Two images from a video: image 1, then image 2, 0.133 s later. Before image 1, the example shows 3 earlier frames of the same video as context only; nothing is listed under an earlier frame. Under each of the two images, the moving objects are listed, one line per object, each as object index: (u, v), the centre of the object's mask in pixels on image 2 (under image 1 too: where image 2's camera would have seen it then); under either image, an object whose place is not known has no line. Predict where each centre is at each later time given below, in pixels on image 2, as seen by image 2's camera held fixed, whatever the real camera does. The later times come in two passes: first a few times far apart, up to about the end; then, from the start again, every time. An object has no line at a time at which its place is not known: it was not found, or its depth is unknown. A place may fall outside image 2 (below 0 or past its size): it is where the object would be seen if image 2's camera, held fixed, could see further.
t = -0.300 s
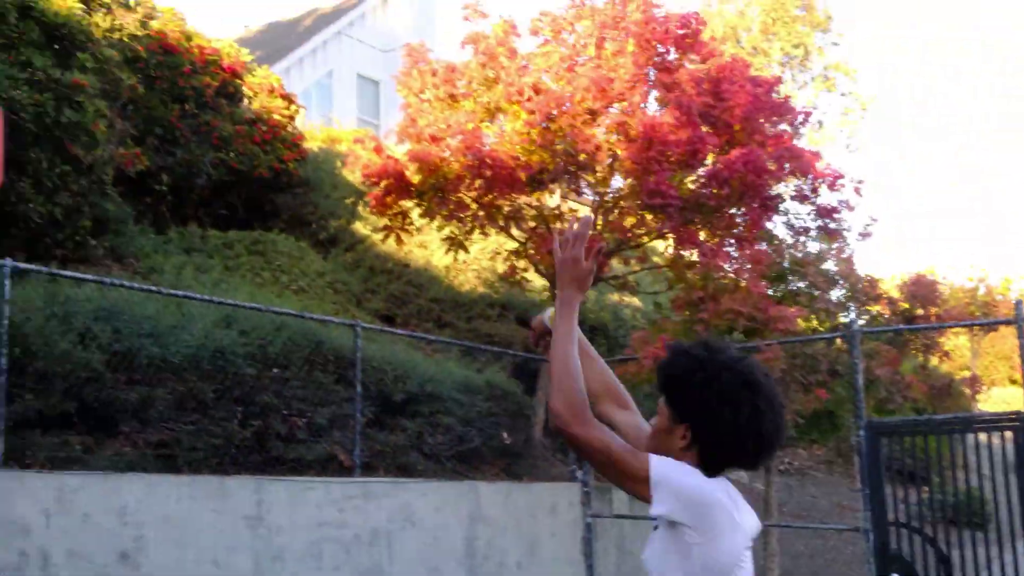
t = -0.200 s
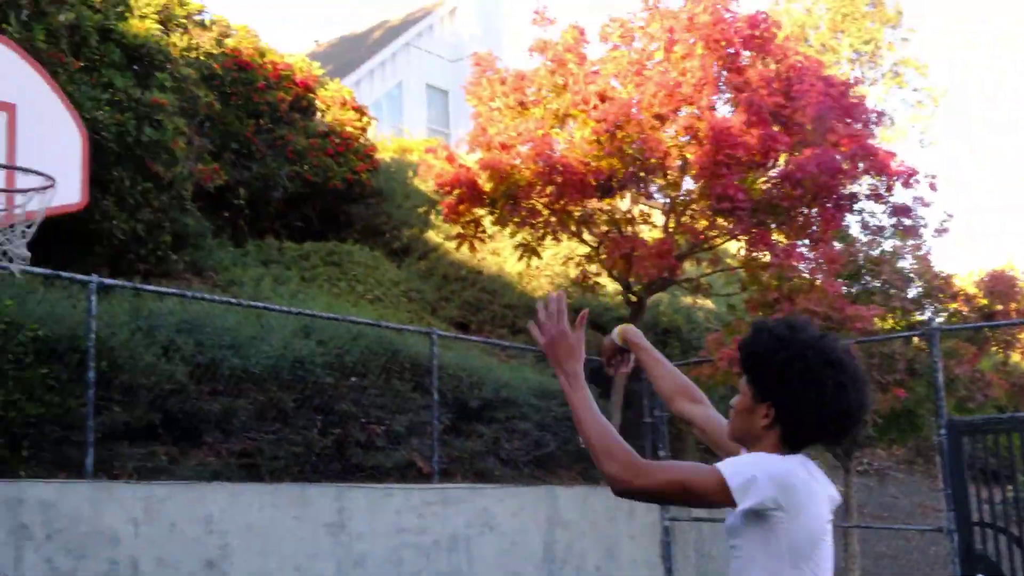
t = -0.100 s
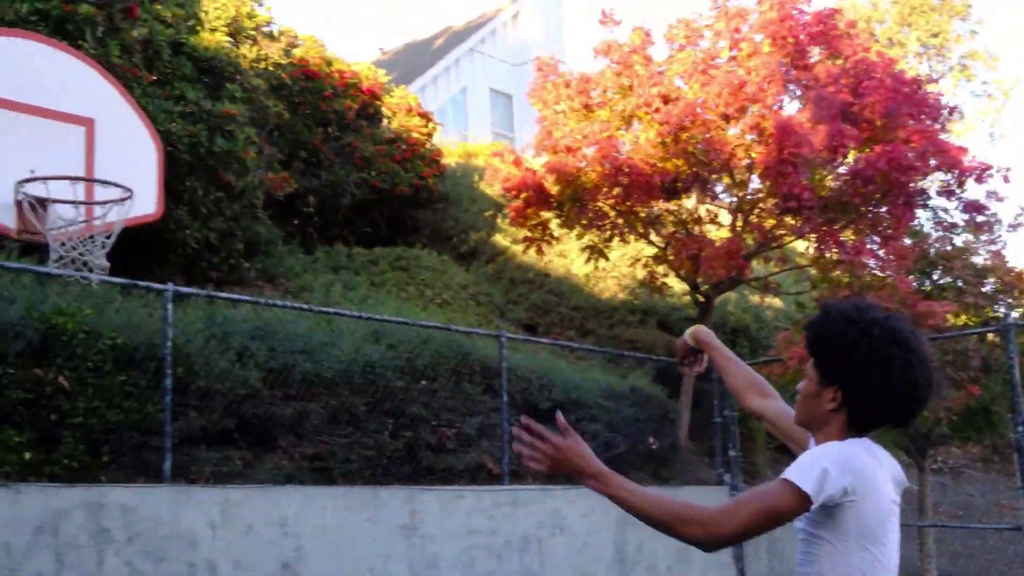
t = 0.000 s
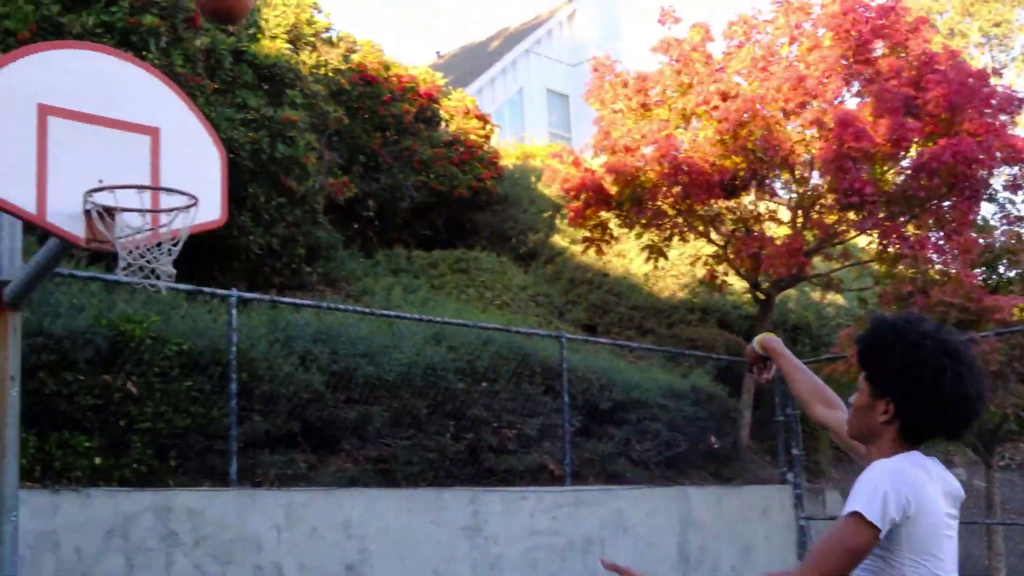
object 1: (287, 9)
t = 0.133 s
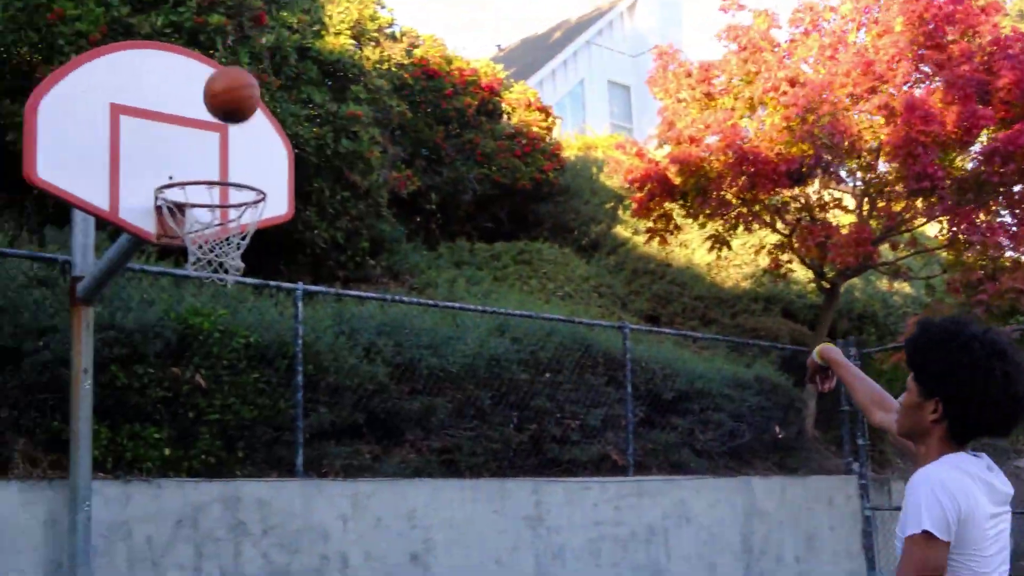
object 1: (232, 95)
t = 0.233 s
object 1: (193, 189)
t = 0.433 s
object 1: (250, 296)
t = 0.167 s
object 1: (219, 125)
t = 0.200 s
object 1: (206, 156)
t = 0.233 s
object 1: (193, 189)
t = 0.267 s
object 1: (187, 212)
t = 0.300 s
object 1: (206, 241)
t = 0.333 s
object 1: (210, 258)
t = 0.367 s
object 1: (226, 264)
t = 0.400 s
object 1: (239, 278)
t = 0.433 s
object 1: (250, 296)
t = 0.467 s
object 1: (261, 315)
